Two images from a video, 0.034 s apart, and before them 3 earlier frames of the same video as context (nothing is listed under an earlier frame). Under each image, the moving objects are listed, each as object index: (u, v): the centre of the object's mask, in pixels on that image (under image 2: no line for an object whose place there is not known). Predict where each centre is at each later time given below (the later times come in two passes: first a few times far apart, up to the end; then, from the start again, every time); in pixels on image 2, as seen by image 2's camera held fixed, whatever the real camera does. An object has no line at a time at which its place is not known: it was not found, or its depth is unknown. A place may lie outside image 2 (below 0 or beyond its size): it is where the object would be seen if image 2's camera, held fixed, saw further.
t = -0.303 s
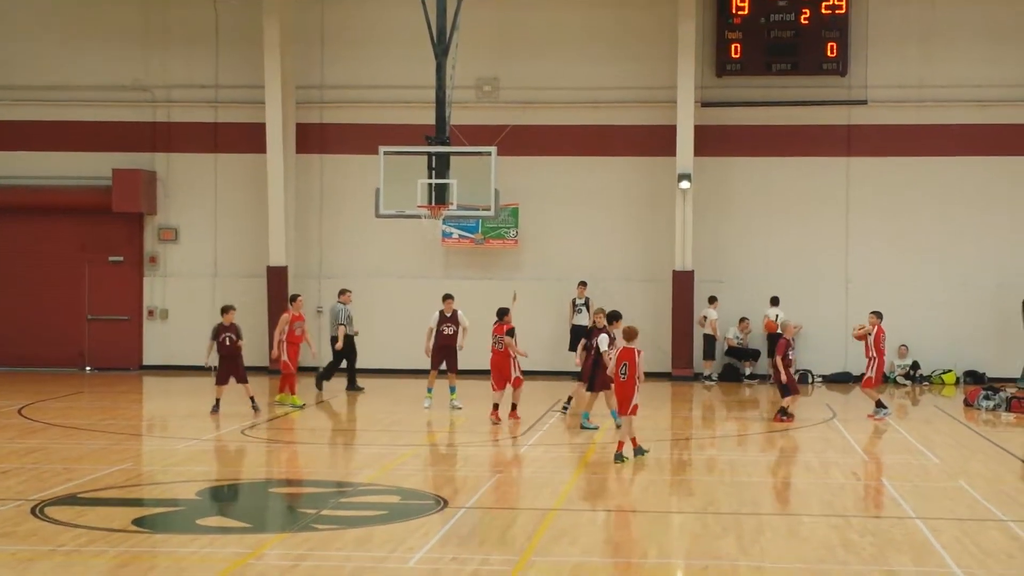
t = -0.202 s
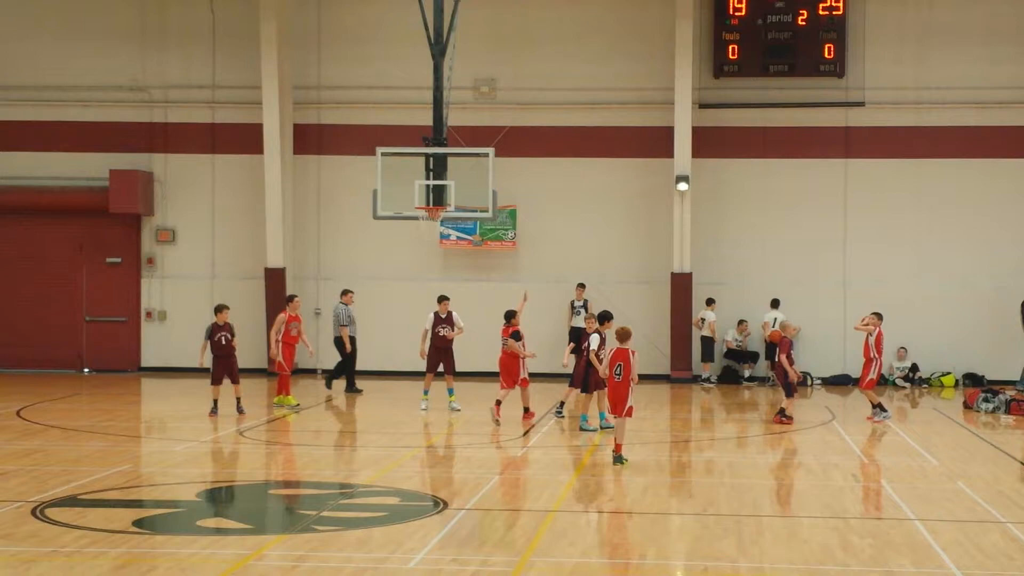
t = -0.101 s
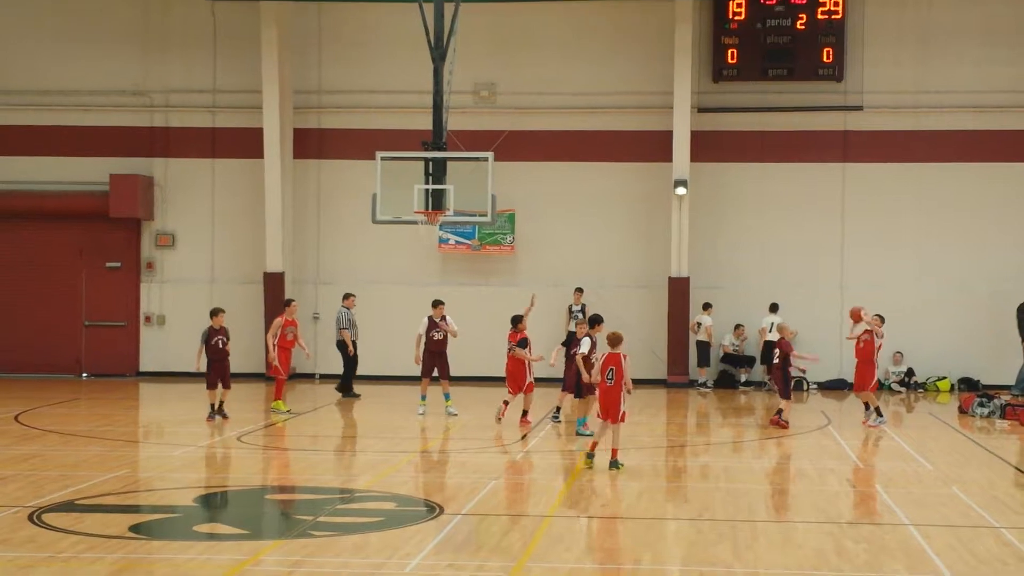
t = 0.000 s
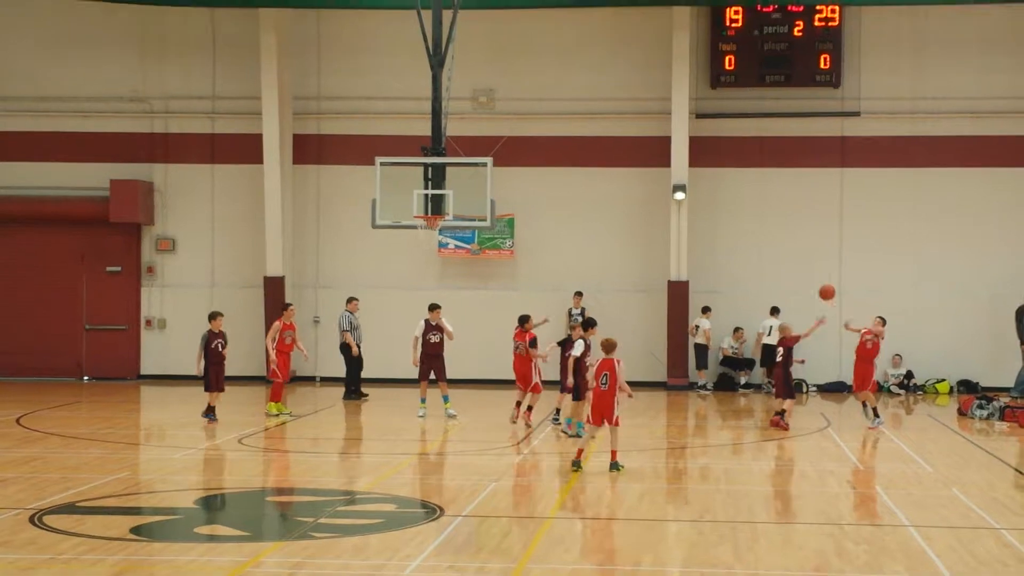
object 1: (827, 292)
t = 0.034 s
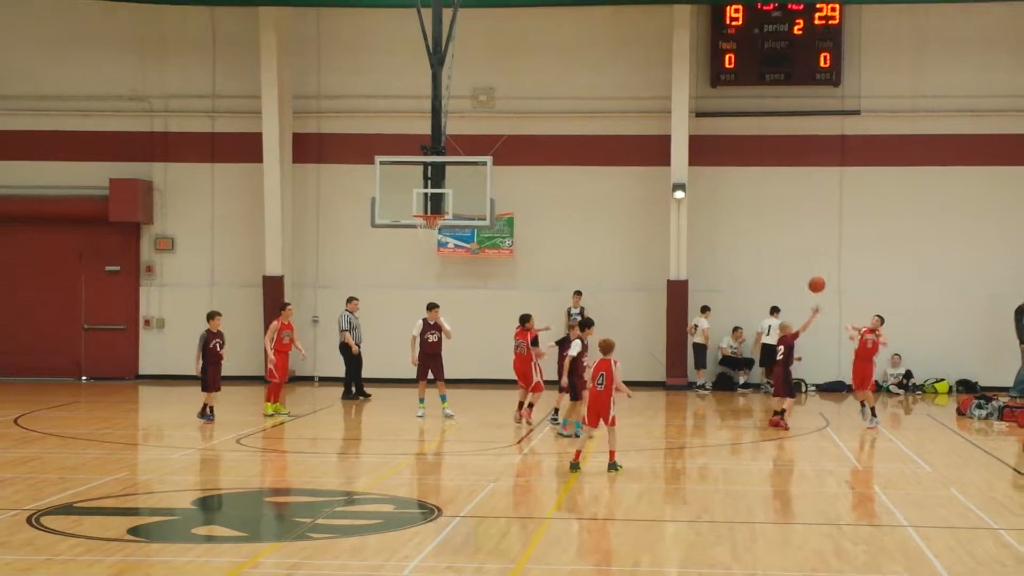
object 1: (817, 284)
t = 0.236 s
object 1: (754, 256)
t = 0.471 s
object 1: (671, 259)
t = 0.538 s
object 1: (644, 269)
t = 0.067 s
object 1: (807, 278)
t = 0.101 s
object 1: (797, 272)
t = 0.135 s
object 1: (787, 267)
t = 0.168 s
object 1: (776, 263)
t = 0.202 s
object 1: (765, 259)
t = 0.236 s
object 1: (754, 256)
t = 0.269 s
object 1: (743, 254)
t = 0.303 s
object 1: (732, 253)
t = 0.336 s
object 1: (720, 252)
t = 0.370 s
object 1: (708, 253)
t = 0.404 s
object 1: (696, 254)
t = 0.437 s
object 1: (684, 257)
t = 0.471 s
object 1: (671, 259)
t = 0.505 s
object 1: (658, 264)
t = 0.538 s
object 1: (644, 269)
